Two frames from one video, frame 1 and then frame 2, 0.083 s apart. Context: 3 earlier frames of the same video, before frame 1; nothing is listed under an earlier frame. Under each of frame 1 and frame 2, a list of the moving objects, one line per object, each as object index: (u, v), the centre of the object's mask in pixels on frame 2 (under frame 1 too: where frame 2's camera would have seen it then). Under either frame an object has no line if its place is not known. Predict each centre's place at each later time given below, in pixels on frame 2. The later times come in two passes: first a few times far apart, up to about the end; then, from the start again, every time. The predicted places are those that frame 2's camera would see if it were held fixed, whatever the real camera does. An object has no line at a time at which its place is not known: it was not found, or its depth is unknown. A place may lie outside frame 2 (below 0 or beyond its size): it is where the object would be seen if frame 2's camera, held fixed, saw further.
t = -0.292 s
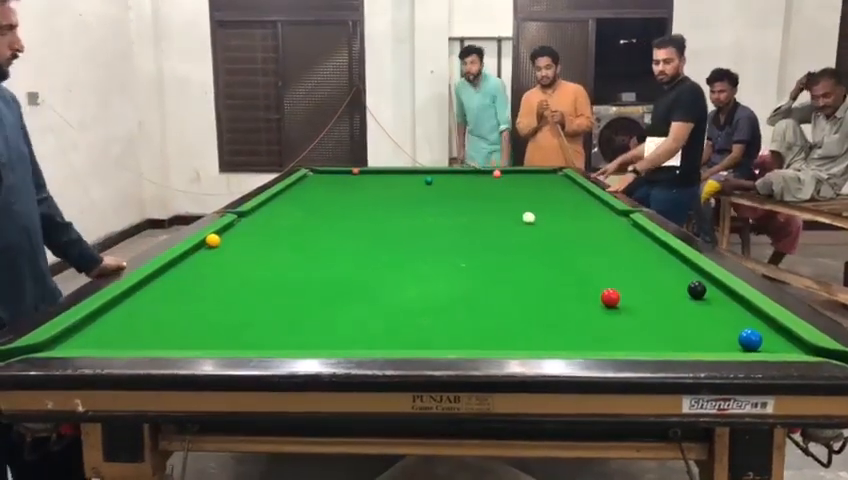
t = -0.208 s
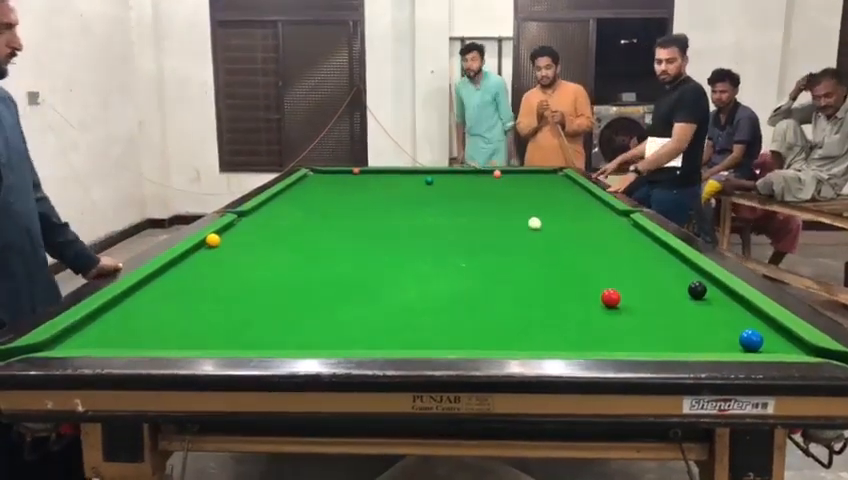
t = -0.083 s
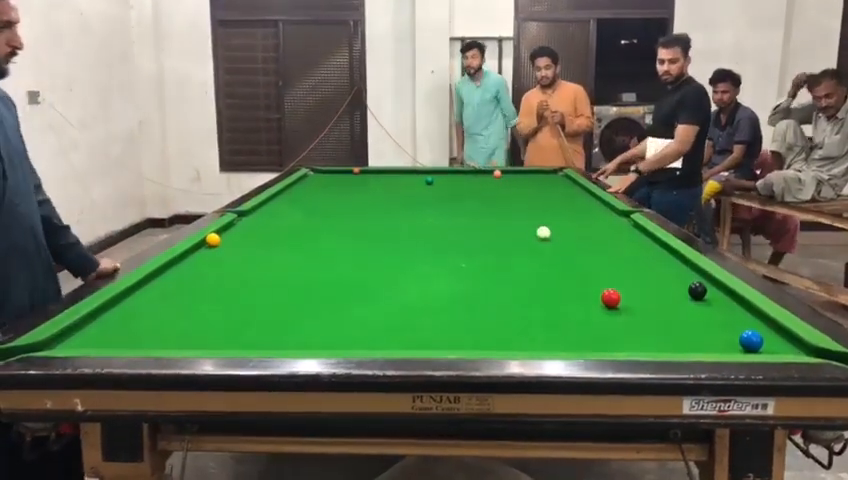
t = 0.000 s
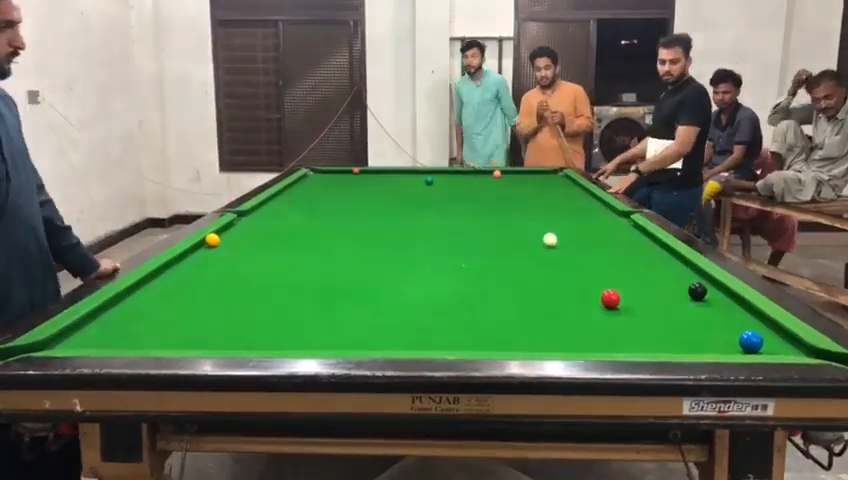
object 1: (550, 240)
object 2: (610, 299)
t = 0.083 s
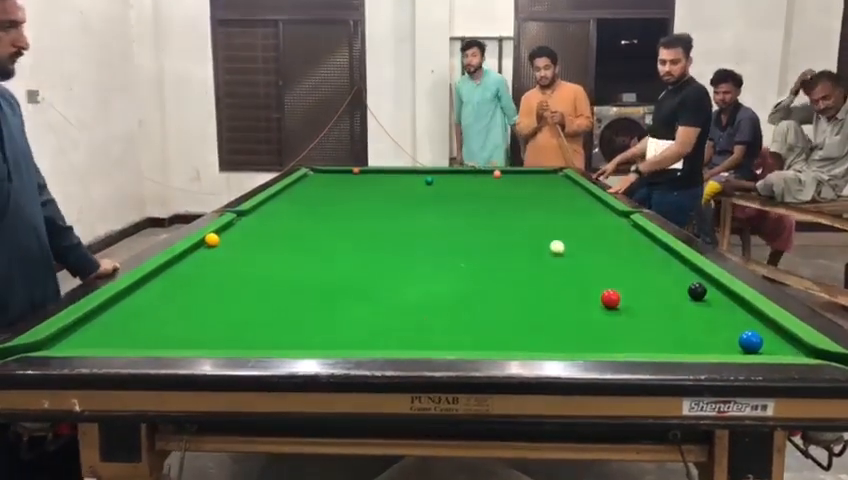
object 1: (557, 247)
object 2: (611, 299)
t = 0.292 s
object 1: (578, 268)
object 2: (610, 299)
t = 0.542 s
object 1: (600, 294)
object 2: (621, 307)
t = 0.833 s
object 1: (597, 304)
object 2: (669, 341)
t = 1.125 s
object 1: (596, 313)
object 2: (677, 336)
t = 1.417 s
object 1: (594, 323)
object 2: (664, 313)
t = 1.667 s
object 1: (593, 330)
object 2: (655, 298)
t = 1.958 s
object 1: (592, 337)
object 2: (647, 283)
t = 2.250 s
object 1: (592, 342)
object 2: (641, 271)
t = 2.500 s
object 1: (591, 345)
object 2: (637, 263)
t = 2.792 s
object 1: (592, 347)
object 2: (633, 255)
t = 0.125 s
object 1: (561, 251)
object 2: (610, 299)
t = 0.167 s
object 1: (565, 255)
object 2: (610, 299)
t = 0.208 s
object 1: (569, 259)
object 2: (610, 299)
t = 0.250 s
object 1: (573, 264)
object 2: (610, 299)
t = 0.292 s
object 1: (578, 268)
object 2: (610, 299)
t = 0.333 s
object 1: (583, 273)
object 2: (610, 299)
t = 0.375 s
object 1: (588, 278)
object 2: (610, 299)
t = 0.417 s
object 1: (593, 284)
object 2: (610, 299)
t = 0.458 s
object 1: (597, 289)
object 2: (610, 299)
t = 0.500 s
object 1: (600, 292)
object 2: (613, 301)
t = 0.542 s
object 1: (600, 294)
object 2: (621, 307)
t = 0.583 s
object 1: (599, 295)
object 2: (628, 312)
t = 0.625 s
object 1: (598, 296)
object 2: (635, 317)
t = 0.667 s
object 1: (598, 298)
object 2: (642, 322)
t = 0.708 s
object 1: (598, 299)
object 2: (648, 326)
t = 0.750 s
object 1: (598, 301)
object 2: (655, 331)
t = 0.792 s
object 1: (597, 302)
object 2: (662, 337)
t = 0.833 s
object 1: (597, 304)
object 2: (669, 341)
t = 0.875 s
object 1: (597, 305)
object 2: (676, 345)
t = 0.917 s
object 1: (597, 307)
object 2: (684, 348)
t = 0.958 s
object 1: (597, 308)
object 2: (686, 348)
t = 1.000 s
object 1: (596, 310)
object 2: (683, 345)
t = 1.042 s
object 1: (597, 311)
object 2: (681, 343)
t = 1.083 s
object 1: (596, 312)
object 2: (679, 340)
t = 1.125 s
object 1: (596, 313)
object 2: (677, 336)
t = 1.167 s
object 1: (595, 315)
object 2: (674, 332)
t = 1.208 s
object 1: (595, 316)
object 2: (673, 329)
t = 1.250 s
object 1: (595, 318)
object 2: (671, 325)
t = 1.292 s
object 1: (595, 319)
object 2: (669, 322)
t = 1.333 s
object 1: (594, 320)
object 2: (667, 319)
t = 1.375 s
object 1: (594, 321)
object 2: (665, 316)
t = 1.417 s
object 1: (594, 323)
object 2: (664, 313)
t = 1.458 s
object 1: (594, 324)
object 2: (662, 310)
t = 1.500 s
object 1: (593, 325)
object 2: (661, 308)
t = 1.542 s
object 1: (594, 327)
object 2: (659, 305)
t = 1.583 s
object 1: (593, 328)
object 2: (658, 303)
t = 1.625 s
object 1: (593, 329)
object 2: (657, 300)
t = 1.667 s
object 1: (593, 330)
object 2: (655, 298)
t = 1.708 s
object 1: (593, 331)
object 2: (654, 295)
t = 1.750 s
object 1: (593, 332)
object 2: (653, 293)
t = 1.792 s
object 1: (593, 333)
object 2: (652, 291)
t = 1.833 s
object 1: (593, 334)
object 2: (651, 289)
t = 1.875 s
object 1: (593, 336)
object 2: (649, 287)
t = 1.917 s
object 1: (592, 337)
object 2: (649, 285)
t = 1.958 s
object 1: (592, 337)
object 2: (647, 283)
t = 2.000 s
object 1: (592, 338)
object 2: (646, 281)
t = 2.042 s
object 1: (592, 339)
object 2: (645, 279)
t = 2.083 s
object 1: (592, 340)
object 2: (645, 278)
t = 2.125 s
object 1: (592, 341)
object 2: (644, 276)
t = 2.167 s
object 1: (592, 341)
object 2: (643, 274)
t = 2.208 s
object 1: (592, 342)
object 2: (642, 273)
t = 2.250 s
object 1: (592, 342)
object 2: (641, 271)
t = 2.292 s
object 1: (592, 343)
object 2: (640, 270)
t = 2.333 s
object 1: (591, 343)
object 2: (639, 269)
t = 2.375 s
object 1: (591, 344)
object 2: (639, 267)
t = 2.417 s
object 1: (591, 344)
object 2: (638, 266)
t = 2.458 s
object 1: (591, 345)
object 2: (637, 264)
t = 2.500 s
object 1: (591, 345)
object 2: (637, 263)
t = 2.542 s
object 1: (591, 345)
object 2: (636, 262)
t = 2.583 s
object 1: (591, 346)
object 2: (635, 261)
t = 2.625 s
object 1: (591, 346)
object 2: (635, 260)
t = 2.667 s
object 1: (592, 346)
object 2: (634, 259)
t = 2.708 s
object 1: (592, 347)
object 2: (634, 257)
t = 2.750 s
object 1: (592, 347)
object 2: (633, 256)
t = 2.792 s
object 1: (592, 347)
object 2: (633, 255)
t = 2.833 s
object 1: (592, 347)
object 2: (632, 254)
